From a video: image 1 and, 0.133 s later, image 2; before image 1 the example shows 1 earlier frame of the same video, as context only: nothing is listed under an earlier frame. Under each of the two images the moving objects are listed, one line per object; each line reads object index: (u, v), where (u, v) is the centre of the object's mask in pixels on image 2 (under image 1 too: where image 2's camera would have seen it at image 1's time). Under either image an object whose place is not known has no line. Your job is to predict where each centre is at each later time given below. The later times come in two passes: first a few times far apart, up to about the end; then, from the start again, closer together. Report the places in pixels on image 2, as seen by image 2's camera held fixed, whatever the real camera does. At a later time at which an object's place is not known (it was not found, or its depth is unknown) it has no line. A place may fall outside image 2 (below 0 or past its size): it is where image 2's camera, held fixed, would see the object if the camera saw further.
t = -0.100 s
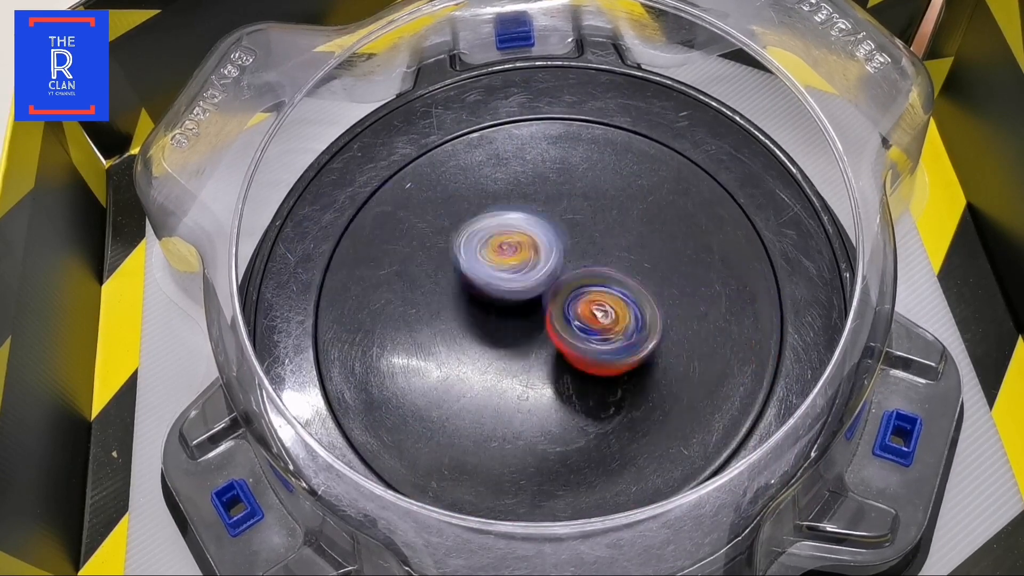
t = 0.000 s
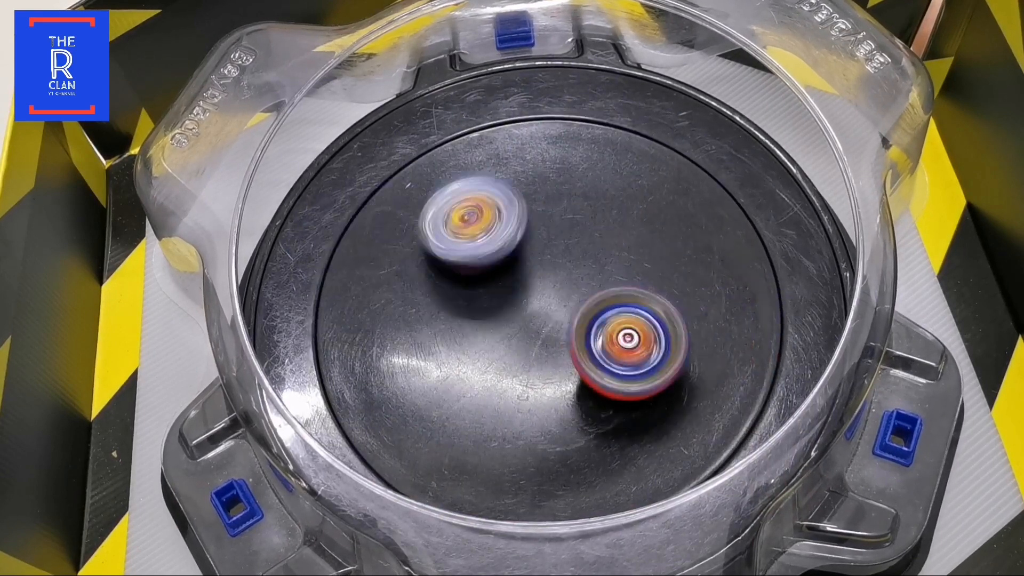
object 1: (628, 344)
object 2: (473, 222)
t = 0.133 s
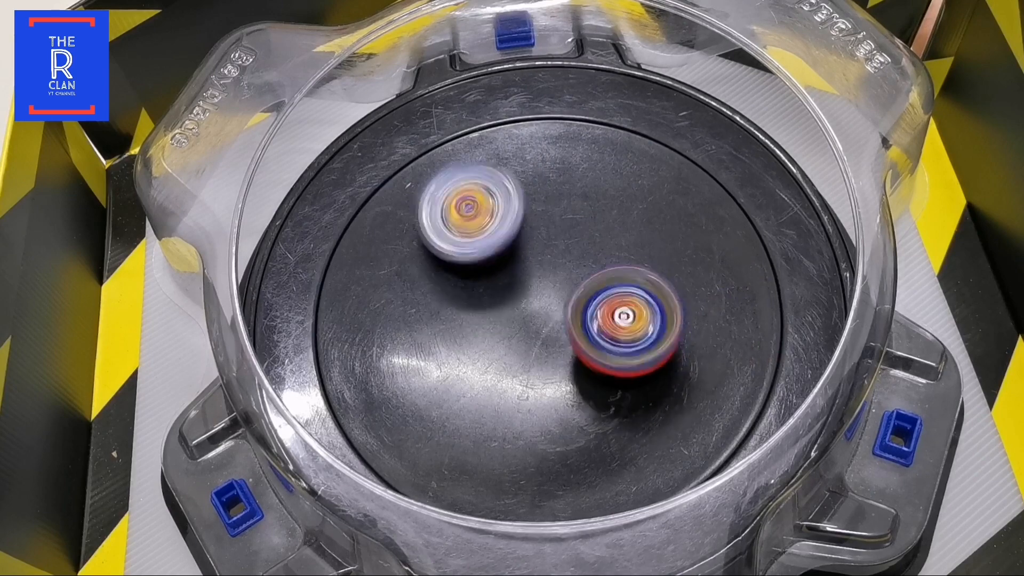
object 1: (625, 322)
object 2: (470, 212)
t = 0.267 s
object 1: (613, 293)
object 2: (495, 213)
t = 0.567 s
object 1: (650, 293)
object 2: (454, 186)
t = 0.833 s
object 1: (633, 302)
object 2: (465, 243)
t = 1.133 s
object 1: (584, 325)
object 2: (490, 261)
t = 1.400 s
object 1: (566, 354)
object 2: (524, 224)
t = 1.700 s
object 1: (529, 340)
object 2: (583, 233)
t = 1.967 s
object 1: (490, 321)
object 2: (618, 276)
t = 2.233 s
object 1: (472, 282)
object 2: (605, 329)
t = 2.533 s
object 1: (484, 259)
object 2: (575, 367)
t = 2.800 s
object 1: (525, 260)
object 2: (539, 373)
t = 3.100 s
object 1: (556, 258)
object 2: (538, 413)
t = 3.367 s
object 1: (557, 238)
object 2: (545, 405)
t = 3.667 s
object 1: (560, 220)
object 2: (527, 364)
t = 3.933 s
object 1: (553, 242)
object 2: (502, 339)
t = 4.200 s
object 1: (530, 243)
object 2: (464, 348)
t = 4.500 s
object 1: (532, 233)
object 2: (467, 329)
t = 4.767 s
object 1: (586, 233)
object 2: (462, 354)
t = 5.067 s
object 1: (592, 248)
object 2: (488, 346)
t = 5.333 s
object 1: (584, 269)
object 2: (485, 357)
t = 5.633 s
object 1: (582, 262)
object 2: (505, 332)
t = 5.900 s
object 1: (554, 241)
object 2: (502, 322)
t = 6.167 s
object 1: (520, 244)
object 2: (502, 333)
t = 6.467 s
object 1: (523, 243)
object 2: (502, 332)
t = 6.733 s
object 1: (525, 243)
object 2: (503, 331)
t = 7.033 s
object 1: (525, 243)
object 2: (503, 331)
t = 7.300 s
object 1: (525, 243)
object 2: (503, 331)
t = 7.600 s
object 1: (525, 243)
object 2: (503, 331)
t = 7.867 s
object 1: (525, 243)
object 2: (503, 331)
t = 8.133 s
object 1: (525, 243)
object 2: (503, 331)
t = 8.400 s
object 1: (525, 243)
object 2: (503, 331)
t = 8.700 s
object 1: (525, 243)
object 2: (503, 331)
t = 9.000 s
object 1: (525, 243)
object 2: (503, 331)
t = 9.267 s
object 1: (525, 243)
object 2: (503, 331)
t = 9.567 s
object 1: (525, 243)
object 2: (503, 331)
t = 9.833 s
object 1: (525, 243)
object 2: (503, 331)
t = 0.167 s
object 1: (623, 314)
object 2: (475, 213)
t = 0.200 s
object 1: (620, 308)
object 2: (482, 212)
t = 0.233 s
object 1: (617, 300)
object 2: (488, 213)
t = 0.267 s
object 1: (613, 293)
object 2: (495, 213)
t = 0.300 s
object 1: (609, 286)
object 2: (500, 214)
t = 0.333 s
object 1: (605, 281)
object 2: (504, 214)
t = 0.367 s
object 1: (604, 279)
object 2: (506, 213)
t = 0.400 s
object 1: (617, 284)
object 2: (491, 203)
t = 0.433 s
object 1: (627, 290)
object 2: (476, 195)
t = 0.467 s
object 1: (632, 291)
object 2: (467, 190)
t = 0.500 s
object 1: (637, 292)
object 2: (461, 187)
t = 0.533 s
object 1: (645, 292)
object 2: (458, 186)
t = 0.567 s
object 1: (650, 293)
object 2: (454, 186)
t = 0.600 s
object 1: (655, 294)
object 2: (451, 189)
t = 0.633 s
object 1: (659, 295)
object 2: (450, 193)
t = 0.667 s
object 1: (661, 297)
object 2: (450, 201)
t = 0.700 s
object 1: (656, 297)
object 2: (450, 209)
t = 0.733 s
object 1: (653, 298)
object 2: (452, 218)
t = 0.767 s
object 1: (646, 299)
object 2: (456, 227)
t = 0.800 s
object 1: (640, 300)
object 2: (459, 235)
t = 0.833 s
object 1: (633, 302)
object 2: (465, 243)
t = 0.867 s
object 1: (625, 303)
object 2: (471, 250)
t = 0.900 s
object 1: (617, 303)
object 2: (479, 256)
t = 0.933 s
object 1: (610, 303)
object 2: (487, 263)
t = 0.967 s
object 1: (603, 304)
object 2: (493, 267)
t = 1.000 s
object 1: (602, 310)
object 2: (491, 268)
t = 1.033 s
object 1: (599, 316)
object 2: (488, 266)
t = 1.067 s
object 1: (591, 319)
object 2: (486, 264)
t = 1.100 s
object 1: (586, 319)
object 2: (488, 263)
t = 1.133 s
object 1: (584, 325)
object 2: (490, 261)
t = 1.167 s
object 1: (587, 331)
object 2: (491, 254)
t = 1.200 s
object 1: (584, 337)
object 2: (494, 250)
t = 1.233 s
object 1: (583, 341)
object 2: (496, 248)
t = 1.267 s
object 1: (581, 344)
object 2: (502, 243)
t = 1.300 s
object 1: (576, 347)
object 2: (506, 239)
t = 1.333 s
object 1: (574, 351)
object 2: (512, 234)
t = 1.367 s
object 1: (570, 352)
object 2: (518, 228)
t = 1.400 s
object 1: (566, 354)
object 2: (524, 224)
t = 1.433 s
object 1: (563, 355)
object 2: (530, 220)
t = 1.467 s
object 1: (556, 355)
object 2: (537, 217)
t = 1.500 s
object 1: (553, 355)
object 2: (545, 213)
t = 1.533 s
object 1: (548, 354)
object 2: (553, 213)
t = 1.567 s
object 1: (543, 352)
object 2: (562, 213)
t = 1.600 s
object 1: (540, 350)
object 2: (568, 217)
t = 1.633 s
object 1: (536, 348)
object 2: (575, 221)
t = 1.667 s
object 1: (532, 344)
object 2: (579, 227)
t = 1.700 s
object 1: (529, 340)
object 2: (583, 233)
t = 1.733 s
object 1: (526, 336)
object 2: (585, 241)
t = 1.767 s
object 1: (522, 332)
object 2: (588, 248)
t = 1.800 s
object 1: (514, 331)
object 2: (591, 250)
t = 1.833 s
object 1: (507, 330)
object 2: (598, 252)
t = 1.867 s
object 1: (502, 328)
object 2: (603, 257)
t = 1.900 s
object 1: (498, 327)
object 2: (610, 262)
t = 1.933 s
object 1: (493, 324)
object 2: (615, 269)
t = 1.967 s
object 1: (490, 321)
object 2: (618, 276)
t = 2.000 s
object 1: (487, 318)
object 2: (618, 284)
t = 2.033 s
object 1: (483, 314)
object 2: (617, 292)
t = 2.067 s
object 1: (483, 310)
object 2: (614, 299)
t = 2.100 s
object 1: (481, 306)
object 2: (610, 306)
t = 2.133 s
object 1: (480, 301)
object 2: (606, 313)
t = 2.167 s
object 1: (481, 296)
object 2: (601, 318)
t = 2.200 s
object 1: (482, 292)
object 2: (597, 323)
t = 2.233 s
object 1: (472, 282)
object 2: (605, 329)
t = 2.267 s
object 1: (469, 275)
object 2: (608, 337)
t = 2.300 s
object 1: (470, 273)
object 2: (609, 344)
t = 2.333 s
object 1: (470, 273)
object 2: (606, 351)
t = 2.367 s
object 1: (467, 271)
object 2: (603, 355)
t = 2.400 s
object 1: (467, 266)
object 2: (599, 360)
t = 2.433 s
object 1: (471, 261)
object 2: (595, 365)
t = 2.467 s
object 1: (476, 259)
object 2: (589, 368)
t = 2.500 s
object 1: (480, 259)
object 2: (583, 369)
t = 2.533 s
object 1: (484, 259)
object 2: (575, 367)
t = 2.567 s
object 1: (487, 260)
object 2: (565, 364)
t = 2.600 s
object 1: (492, 260)
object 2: (560, 361)
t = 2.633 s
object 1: (496, 261)
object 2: (555, 357)
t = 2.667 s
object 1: (499, 259)
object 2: (551, 356)
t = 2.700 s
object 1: (505, 257)
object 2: (549, 360)
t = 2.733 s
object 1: (513, 255)
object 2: (544, 364)
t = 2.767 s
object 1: (521, 258)
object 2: (541, 367)
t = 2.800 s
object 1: (525, 260)
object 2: (539, 373)
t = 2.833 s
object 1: (531, 251)
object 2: (540, 383)
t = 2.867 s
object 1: (537, 248)
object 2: (541, 395)
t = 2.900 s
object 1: (541, 248)
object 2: (540, 402)
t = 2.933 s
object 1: (542, 249)
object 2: (541, 407)
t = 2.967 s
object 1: (543, 249)
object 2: (539, 410)
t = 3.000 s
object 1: (547, 248)
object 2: (540, 411)
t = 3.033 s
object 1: (551, 250)
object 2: (540, 413)
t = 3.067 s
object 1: (555, 254)
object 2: (541, 414)
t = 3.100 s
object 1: (556, 258)
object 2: (538, 413)
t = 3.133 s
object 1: (556, 262)
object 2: (538, 409)
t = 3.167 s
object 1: (557, 265)
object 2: (541, 402)
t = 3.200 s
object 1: (556, 268)
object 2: (544, 390)
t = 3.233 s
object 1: (557, 272)
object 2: (544, 383)
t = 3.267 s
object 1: (556, 274)
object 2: (544, 379)
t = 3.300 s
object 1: (555, 261)
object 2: (543, 386)
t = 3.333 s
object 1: (556, 245)
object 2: (546, 398)
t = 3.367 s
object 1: (557, 238)
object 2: (545, 405)
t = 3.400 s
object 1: (560, 235)
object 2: (541, 403)
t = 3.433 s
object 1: (559, 235)
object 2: (540, 403)
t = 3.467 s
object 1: (557, 234)
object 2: (535, 402)
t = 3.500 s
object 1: (553, 230)
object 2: (533, 398)
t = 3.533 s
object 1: (553, 225)
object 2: (534, 392)
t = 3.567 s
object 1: (554, 221)
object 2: (532, 385)
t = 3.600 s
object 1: (558, 219)
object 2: (528, 377)
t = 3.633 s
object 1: (560, 219)
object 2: (529, 368)
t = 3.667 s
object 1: (560, 220)
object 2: (527, 364)
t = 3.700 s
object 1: (561, 222)
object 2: (523, 357)
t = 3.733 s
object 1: (562, 224)
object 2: (522, 352)
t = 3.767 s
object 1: (563, 227)
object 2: (520, 351)
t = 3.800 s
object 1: (562, 232)
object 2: (515, 346)
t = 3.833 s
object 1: (560, 236)
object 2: (513, 344)
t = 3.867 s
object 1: (557, 238)
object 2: (511, 343)
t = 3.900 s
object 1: (554, 240)
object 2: (506, 341)
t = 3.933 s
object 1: (553, 242)
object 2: (502, 339)
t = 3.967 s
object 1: (550, 244)
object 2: (500, 339)
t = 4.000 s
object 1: (548, 245)
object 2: (494, 338)
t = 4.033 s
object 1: (544, 247)
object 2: (489, 338)
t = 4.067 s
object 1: (540, 247)
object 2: (488, 338)
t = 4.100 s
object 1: (537, 246)
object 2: (479, 339)
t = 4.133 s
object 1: (534, 245)
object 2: (474, 339)
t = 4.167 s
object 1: (532, 244)
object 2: (473, 344)
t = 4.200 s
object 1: (530, 243)
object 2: (464, 348)
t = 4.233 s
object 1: (528, 241)
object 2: (461, 347)
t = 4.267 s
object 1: (527, 241)
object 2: (459, 351)
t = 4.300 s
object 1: (525, 239)
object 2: (454, 349)
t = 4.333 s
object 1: (523, 238)
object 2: (455, 345)
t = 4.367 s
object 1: (522, 235)
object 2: (455, 346)
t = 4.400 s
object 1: (523, 232)
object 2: (456, 339)
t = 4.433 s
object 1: (526, 230)
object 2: (463, 334)
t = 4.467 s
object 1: (530, 231)
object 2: (464, 333)
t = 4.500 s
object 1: (532, 233)
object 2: (467, 329)
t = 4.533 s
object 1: (534, 235)
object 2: (471, 324)
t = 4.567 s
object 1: (537, 236)
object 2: (469, 327)
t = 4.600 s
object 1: (540, 238)
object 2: (470, 324)
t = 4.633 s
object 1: (545, 238)
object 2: (475, 323)
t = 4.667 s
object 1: (551, 239)
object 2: (471, 329)
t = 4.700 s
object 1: (569, 233)
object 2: (466, 339)
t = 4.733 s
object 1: (580, 230)
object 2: (464, 352)
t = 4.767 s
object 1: (586, 233)
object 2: (462, 354)
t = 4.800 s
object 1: (587, 239)
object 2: (469, 360)
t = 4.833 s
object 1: (586, 243)
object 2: (469, 357)
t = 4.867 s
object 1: (584, 242)
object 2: (475, 352)
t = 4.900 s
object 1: (584, 243)
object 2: (474, 349)
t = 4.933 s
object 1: (584, 247)
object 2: (482, 345)
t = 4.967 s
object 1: (582, 252)
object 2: (486, 341)
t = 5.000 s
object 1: (579, 260)
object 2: (496, 335)
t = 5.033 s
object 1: (582, 257)
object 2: (490, 340)
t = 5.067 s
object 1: (592, 248)
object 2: (488, 346)
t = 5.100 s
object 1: (600, 243)
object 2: (479, 350)
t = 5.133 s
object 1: (607, 244)
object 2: (480, 355)
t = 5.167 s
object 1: (611, 251)
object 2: (474, 355)
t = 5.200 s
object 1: (612, 257)
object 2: (473, 361)
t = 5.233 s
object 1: (607, 267)
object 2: (477, 362)
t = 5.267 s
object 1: (599, 270)
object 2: (477, 360)
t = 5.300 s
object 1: (590, 271)
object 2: (481, 359)
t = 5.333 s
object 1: (584, 269)
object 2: (485, 357)
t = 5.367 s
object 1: (580, 268)
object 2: (491, 355)
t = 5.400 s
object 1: (578, 267)
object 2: (491, 348)
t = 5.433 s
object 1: (576, 268)
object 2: (491, 344)
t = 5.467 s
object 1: (575, 267)
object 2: (494, 341)
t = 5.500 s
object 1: (576, 265)
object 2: (492, 339)
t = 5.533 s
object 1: (579, 264)
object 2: (491, 339)
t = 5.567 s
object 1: (582, 262)
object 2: (496, 339)
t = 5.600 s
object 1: (584, 263)
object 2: (504, 335)
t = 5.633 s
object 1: (582, 262)
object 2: (505, 332)
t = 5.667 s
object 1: (583, 261)
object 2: (505, 330)
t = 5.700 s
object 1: (583, 260)
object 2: (507, 327)
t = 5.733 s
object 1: (581, 258)
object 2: (508, 322)
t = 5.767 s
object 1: (579, 254)
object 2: (505, 320)
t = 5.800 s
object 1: (575, 249)
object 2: (504, 320)
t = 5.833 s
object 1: (569, 244)
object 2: (503, 321)
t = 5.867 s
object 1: (562, 242)
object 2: (502, 322)
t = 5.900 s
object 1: (554, 241)
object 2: (502, 322)
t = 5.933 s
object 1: (546, 240)
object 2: (501, 324)
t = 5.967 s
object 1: (539, 241)
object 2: (503, 327)
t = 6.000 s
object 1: (534, 242)
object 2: (504, 329)
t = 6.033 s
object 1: (530, 242)
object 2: (504, 329)
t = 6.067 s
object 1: (526, 242)
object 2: (504, 331)
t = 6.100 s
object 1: (522, 243)
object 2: (503, 332)
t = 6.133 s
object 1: (521, 244)
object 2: (502, 333)
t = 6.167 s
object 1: (520, 244)
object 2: (502, 333)
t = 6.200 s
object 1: (521, 244)
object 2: (502, 332)
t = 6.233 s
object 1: (522, 243)
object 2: (503, 332)
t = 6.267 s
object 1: (525, 243)
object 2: (503, 331)
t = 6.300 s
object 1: (526, 243)
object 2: (503, 331)
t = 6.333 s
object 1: (526, 243)
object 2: (503, 331)
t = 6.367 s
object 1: (524, 243)
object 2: (503, 331)
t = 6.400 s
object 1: (523, 243)
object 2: (502, 332)
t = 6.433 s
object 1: (523, 243)
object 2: (502, 332)
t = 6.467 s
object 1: (523, 243)
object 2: (502, 332)
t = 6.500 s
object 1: (523, 243)
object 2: (502, 332)
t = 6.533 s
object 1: (524, 243)
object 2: (502, 332)
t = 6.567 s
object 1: (524, 243)
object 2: (503, 331)
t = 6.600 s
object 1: (525, 243)
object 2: (503, 331)
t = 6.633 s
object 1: (525, 243)
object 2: (503, 331)
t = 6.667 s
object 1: (525, 243)
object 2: (503, 331)
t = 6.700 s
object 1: (525, 243)
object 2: (503, 331)
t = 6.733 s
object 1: (525, 243)
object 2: (503, 331)
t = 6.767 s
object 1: (525, 243)
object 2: (503, 331)
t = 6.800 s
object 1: (525, 243)
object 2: (503, 331)
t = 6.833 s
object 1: (525, 243)
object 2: (503, 331)
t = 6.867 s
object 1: (525, 243)
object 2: (503, 331)
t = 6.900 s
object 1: (525, 243)
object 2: (503, 331)
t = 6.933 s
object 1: (525, 243)
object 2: (503, 331)
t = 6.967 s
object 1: (525, 243)
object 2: (503, 331)
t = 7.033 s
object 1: (525, 243)
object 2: (503, 331)
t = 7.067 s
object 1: (525, 243)
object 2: (503, 331)
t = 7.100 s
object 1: (525, 243)
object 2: (503, 331)
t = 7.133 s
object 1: (525, 243)
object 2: (503, 331)
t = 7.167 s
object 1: (525, 243)
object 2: (503, 331)
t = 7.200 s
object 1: (525, 243)
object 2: (503, 331)
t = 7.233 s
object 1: (525, 243)
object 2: (503, 331)
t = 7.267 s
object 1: (525, 243)
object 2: (503, 331)
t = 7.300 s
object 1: (525, 243)
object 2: (503, 331)
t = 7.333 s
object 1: (525, 243)
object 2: (503, 331)
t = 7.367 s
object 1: (525, 243)
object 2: (503, 331)
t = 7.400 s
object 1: (525, 243)
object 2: (503, 331)
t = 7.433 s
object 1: (525, 243)
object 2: (503, 331)
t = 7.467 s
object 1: (525, 243)
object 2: (503, 331)
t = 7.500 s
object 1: (525, 243)
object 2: (503, 331)
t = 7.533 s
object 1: (525, 243)
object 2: (503, 331)
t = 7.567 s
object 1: (525, 243)
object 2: (503, 331)
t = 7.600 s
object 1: (525, 243)
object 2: (503, 331)
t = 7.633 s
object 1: (525, 243)
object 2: (503, 331)
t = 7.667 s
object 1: (525, 243)
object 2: (503, 331)
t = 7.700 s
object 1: (525, 243)
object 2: (503, 331)
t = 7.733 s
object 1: (525, 243)
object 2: (503, 331)
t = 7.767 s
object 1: (525, 243)
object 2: (503, 331)
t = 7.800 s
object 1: (525, 243)
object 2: (503, 331)
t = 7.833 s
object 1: (525, 243)
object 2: (503, 331)
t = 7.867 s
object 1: (525, 243)
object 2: (503, 331)
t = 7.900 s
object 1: (525, 243)
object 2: (503, 331)
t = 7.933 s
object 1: (525, 243)
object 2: (503, 331)
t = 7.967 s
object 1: (525, 243)
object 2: (503, 331)
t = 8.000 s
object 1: (525, 243)
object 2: (503, 331)
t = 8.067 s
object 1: (525, 243)
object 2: (503, 331)
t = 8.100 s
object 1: (525, 243)
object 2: (503, 331)
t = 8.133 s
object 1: (525, 243)
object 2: (503, 331)
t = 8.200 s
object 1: (525, 243)
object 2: (503, 331)
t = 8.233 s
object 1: (525, 243)
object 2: (503, 331)
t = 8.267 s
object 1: (525, 243)
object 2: (503, 331)
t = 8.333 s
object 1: (525, 243)
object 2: (503, 331)
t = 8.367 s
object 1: (525, 243)
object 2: (503, 331)
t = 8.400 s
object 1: (525, 243)
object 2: (503, 331)
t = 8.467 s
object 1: (525, 243)
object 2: (503, 331)
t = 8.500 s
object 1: (525, 243)
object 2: (503, 331)
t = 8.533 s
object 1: (525, 243)
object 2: (503, 331)
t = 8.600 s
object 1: (525, 243)
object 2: (503, 331)
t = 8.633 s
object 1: (525, 243)
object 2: (503, 331)
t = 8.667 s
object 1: (525, 243)
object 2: (503, 331)
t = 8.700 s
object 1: (525, 243)
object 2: (503, 331)
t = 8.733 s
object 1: (525, 243)
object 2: (503, 331)
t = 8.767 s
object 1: (525, 243)
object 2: (503, 331)
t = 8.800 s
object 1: (525, 243)
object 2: (503, 331)
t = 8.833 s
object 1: (525, 243)
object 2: (503, 331)
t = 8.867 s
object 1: (525, 243)
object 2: (503, 331)
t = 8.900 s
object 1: (525, 243)
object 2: (503, 331)
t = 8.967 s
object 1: (525, 243)
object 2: (503, 331)
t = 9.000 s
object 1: (525, 243)
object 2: (503, 331)
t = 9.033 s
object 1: (525, 243)
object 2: (503, 331)
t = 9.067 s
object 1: (525, 243)
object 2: (503, 331)
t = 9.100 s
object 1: (525, 243)
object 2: (503, 331)
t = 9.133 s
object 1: (525, 243)
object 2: (503, 331)
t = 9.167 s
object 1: (525, 243)
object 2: (503, 331)
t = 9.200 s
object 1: (525, 243)
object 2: (503, 331)
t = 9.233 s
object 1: (525, 243)
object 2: (503, 331)
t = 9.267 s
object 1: (525, 243)
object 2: (503, 331)
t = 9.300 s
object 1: (525, 243)
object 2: (503, 331)
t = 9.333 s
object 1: (525, 243)
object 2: (503, 331)
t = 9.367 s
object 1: (525, 243)
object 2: (503, 331)
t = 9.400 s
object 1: (525, 243)
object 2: (503, 331)
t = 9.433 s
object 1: (525, 243)
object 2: (503, 331)
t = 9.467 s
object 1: (525, 243)
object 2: (503, 331)
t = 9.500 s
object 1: (525, 243)
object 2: (503, 331)
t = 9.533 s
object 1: (525, 243)
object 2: (503, 331)
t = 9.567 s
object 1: (525, 243)
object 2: (503, 331)
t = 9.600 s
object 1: (525, 243)
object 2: (503, 331)
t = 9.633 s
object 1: (525, 243)
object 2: (503, 331)
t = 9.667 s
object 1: (525, 243)
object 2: (503, 331)
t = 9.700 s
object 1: (525, 243)
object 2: (503, 331)
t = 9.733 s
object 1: (525, 243)
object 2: (503, 331)
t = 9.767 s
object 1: (525, 243)
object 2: (503, 331)
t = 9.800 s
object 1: (525, 243)
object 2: (503, 331)
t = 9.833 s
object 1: (525, 243)
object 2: (503, 331)
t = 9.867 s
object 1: (525, 243)
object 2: (503, 331)
